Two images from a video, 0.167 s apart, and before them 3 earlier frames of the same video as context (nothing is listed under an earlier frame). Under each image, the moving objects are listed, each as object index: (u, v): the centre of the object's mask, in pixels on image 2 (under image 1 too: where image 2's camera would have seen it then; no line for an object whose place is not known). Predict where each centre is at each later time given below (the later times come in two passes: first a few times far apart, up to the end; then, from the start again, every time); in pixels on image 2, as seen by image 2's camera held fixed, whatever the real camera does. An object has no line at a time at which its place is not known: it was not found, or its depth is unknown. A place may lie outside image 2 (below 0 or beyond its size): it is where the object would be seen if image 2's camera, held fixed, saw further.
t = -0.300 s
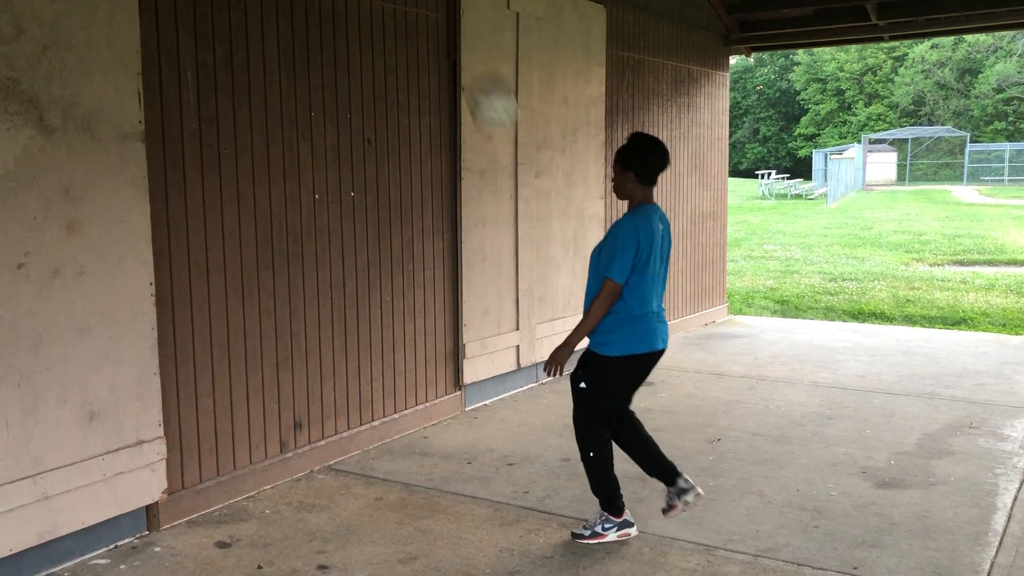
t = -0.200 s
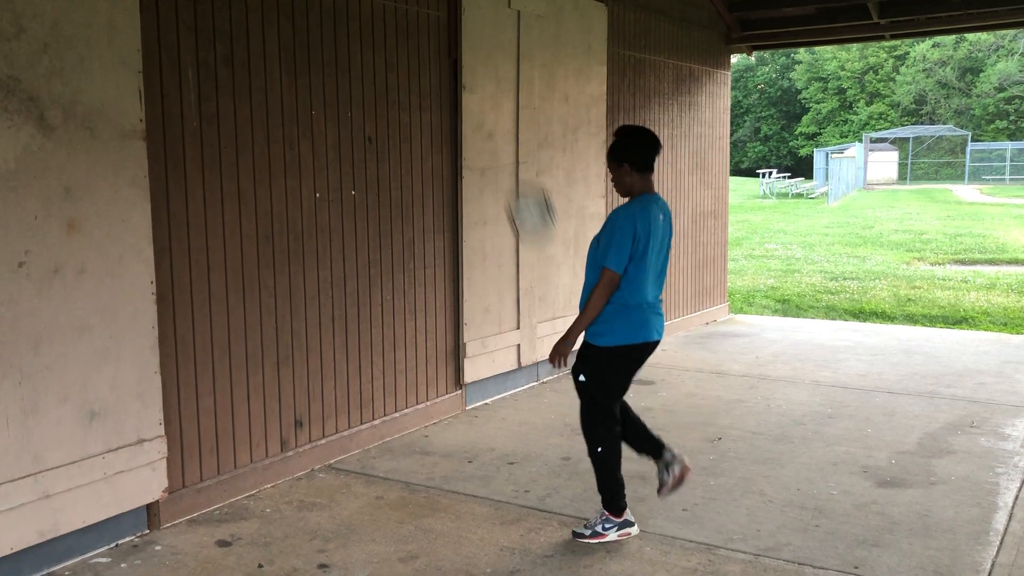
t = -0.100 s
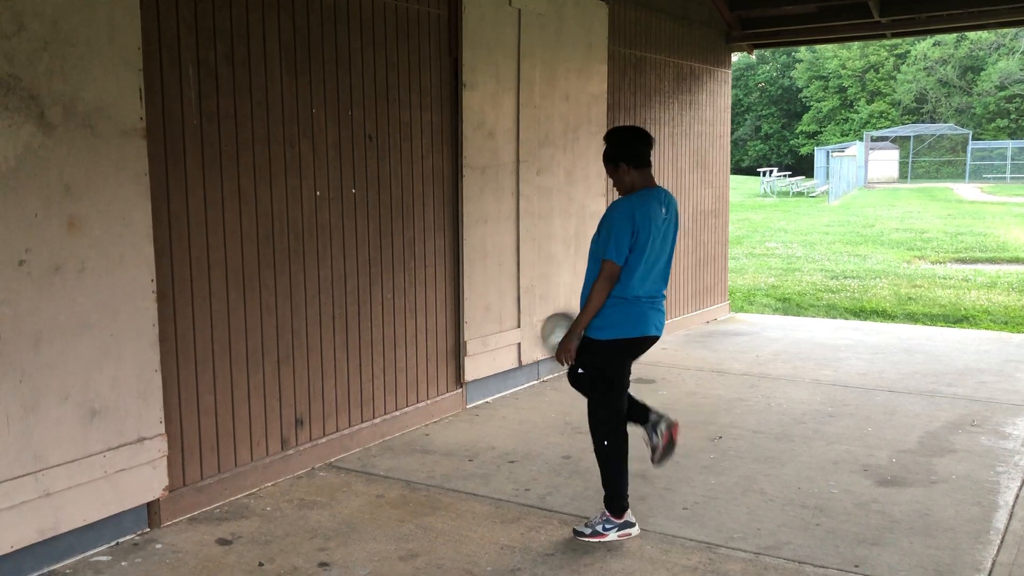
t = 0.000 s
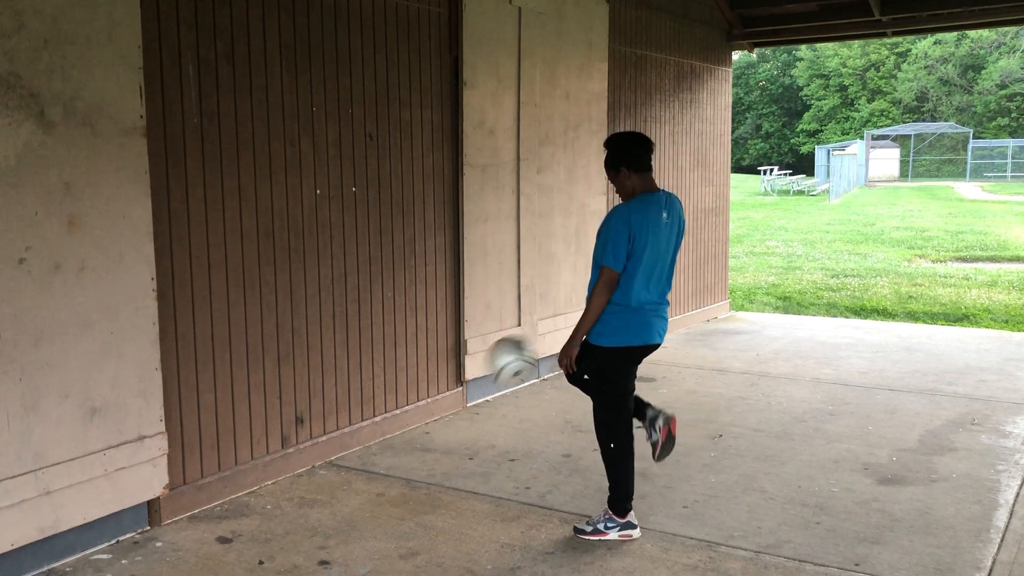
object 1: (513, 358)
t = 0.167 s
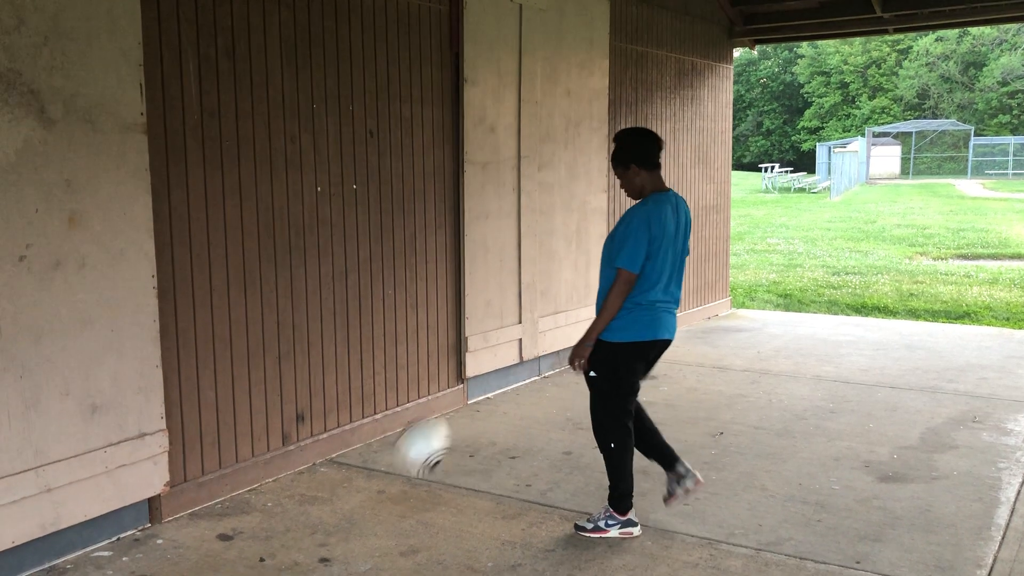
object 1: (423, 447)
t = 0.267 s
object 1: (367, 481)
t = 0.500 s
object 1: (229, 419)
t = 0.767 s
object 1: (271, 411)
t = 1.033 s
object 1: (364, 463)
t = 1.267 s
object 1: (397, 437)
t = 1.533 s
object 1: (436, 451)
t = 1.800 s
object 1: (470, 460)
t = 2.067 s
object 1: (505, 458)
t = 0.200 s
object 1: (405, 472)
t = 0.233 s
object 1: (388, 495)
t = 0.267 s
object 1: (367, 481)
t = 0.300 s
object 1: (349, 466)
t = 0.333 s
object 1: (329, 453)
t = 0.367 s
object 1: (308, 440)
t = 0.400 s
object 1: (287, 431)
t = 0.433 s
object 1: (268, 426)
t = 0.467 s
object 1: (247, 421)
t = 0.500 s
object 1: (229, 419)
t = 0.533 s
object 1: (209, 420)
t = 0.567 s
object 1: (192, 421)
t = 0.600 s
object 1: (201, 415)
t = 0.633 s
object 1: (215, 409)
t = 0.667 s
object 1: (229, 406)
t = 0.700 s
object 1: (243, 405)
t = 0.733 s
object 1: (257, 407)
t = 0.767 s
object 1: (271, 411)
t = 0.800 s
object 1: (285, 418)
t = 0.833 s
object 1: (299, 426)
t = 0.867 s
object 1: (312, 436)
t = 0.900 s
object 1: (327, 450)
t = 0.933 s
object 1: (341, 466)
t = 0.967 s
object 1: (353, 482)
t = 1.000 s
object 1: (360, 476)
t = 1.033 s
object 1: (364, 463)
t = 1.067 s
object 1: (369, 453)
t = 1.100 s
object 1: (374, 446)
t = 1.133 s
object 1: (379, 439)
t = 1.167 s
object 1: (384, 435)
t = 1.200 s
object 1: (388, 434)
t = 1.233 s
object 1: (393, 435)
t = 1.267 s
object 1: (397, 437)
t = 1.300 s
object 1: (403, 442)
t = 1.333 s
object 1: (408, 451)
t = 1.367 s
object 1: (414, 461)
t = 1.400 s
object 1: (418, 472)
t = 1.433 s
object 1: (423, 471)
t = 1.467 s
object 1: (427, 463)
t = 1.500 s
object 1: (432, 456)
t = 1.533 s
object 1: (436, 451)
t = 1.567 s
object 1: (440, 449)
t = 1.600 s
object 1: (444, 449)
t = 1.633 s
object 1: (448, 451)
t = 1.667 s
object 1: (452, 454)
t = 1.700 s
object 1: (457, 461)
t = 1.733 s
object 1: (461, 469)
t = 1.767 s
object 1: (465, 467)
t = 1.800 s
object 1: (470, 460)
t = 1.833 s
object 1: (474, 457)
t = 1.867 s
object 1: (478, 456)
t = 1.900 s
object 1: (482, 457)
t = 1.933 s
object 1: (487, 460)
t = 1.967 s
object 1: (492, 466)
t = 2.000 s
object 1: (496, 463)
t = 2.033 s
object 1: (500, 459)
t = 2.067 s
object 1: (505, 458)
